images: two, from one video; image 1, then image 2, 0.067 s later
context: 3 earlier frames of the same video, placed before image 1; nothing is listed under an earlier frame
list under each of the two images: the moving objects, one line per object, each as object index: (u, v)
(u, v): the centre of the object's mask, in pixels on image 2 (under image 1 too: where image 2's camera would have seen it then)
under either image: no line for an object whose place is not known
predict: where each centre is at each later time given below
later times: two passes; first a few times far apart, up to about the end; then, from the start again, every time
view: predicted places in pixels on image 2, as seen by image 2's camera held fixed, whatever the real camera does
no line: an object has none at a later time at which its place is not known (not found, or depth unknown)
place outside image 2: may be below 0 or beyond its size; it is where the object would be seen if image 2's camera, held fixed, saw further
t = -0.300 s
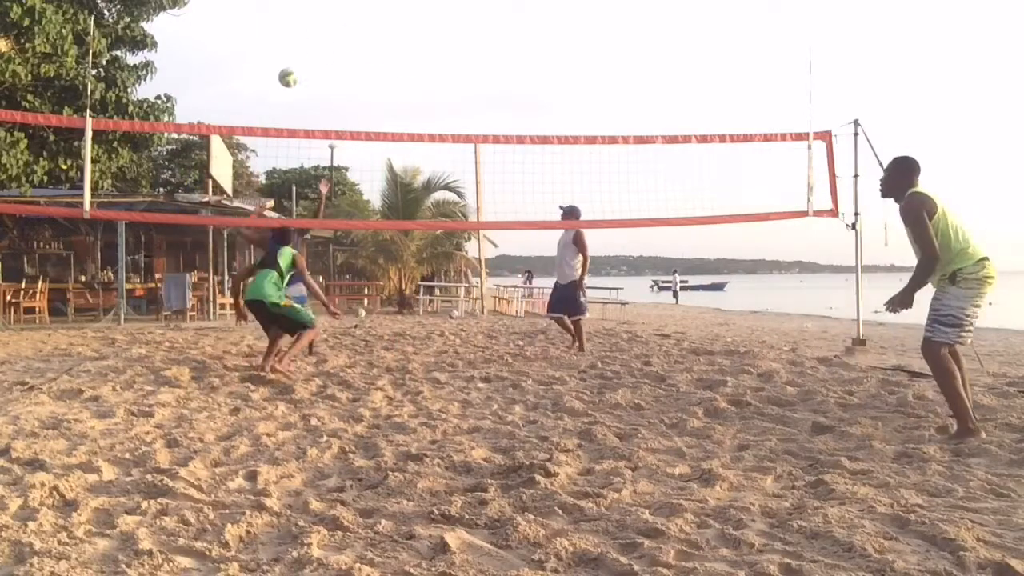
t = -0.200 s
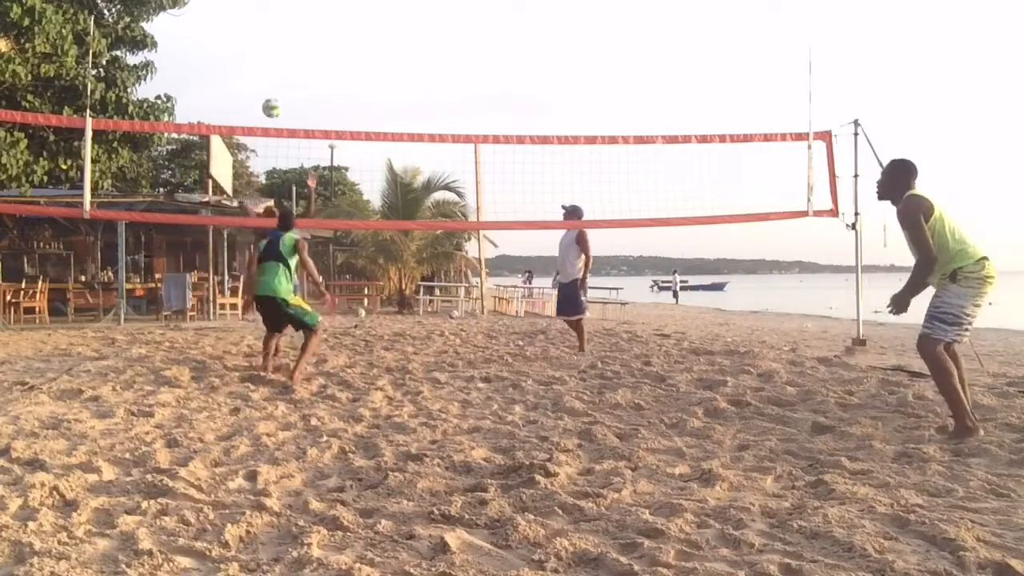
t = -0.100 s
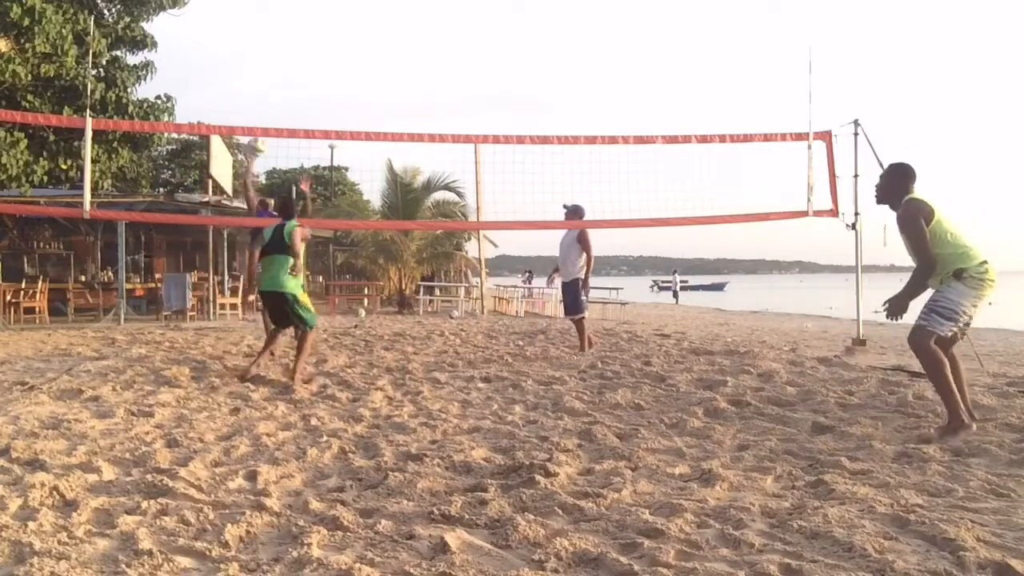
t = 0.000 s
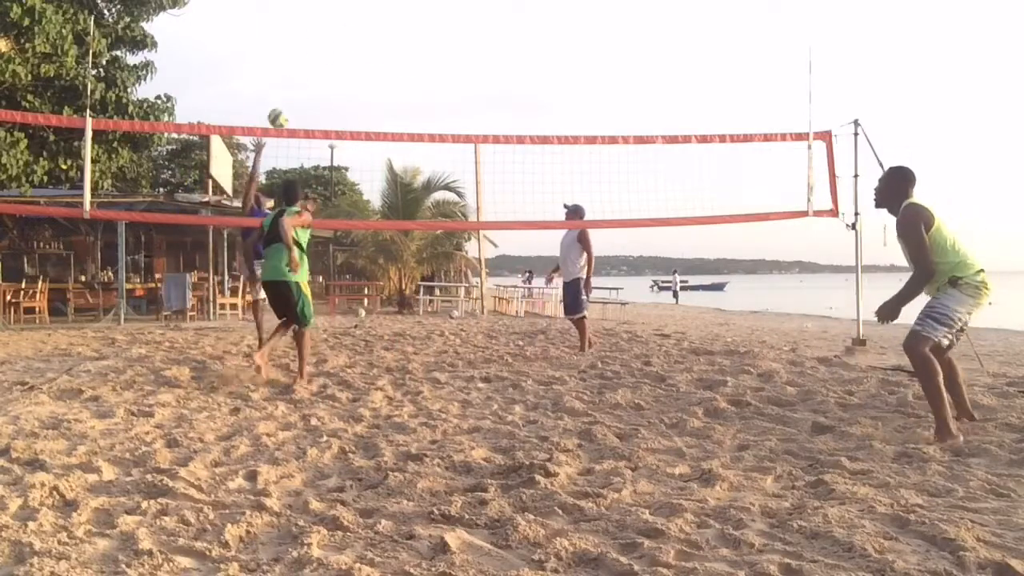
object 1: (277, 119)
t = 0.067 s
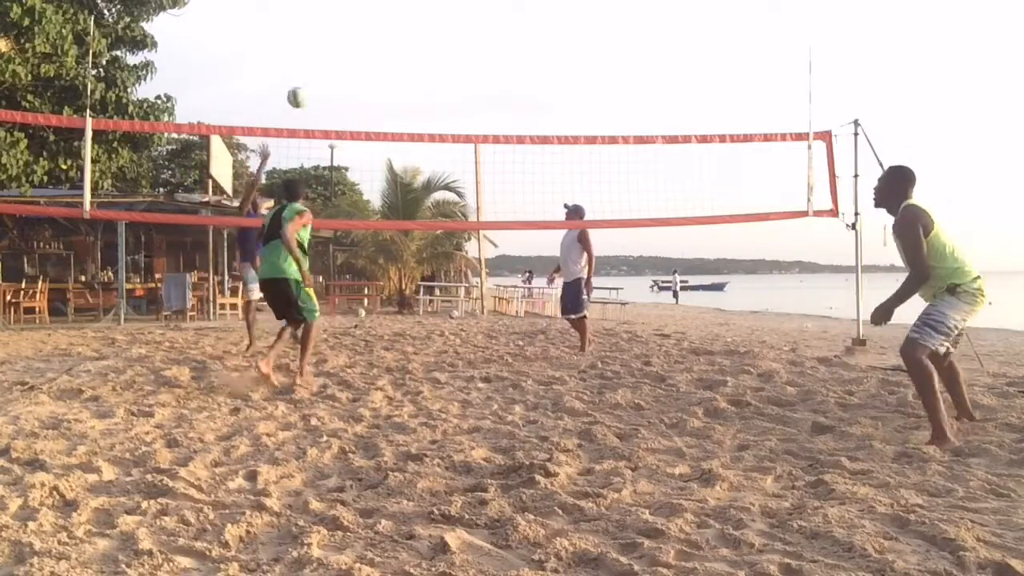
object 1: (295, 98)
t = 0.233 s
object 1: (354, 58)
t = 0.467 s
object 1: (462, 45)
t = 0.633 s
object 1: (563, 82)
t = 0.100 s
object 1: (306, 88)
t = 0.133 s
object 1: (319, 78)
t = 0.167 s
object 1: (330, 71)
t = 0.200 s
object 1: (342, 63)
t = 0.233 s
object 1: (354, 58)
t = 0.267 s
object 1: (366, 53)
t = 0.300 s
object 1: (380, 48)
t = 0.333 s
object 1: (395, 45)
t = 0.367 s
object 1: (411, 42)
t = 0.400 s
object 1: (426, 42)
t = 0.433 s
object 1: (444, 42)
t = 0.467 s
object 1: (462, 45)
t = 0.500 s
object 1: (480, 49)
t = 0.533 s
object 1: (498, 55)
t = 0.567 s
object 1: (520, 62)
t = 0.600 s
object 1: (541, 71)
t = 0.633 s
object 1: (563, 82)
